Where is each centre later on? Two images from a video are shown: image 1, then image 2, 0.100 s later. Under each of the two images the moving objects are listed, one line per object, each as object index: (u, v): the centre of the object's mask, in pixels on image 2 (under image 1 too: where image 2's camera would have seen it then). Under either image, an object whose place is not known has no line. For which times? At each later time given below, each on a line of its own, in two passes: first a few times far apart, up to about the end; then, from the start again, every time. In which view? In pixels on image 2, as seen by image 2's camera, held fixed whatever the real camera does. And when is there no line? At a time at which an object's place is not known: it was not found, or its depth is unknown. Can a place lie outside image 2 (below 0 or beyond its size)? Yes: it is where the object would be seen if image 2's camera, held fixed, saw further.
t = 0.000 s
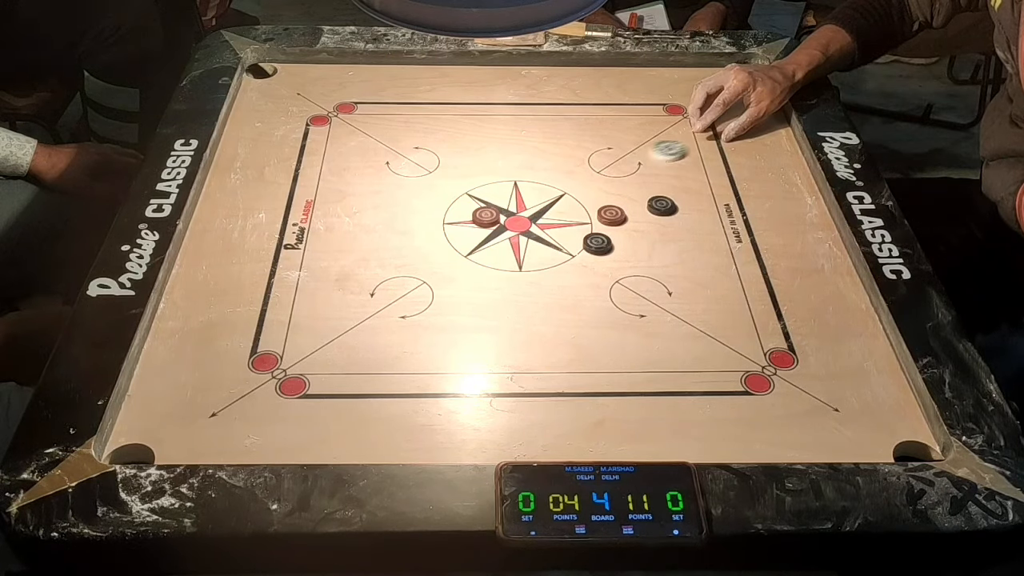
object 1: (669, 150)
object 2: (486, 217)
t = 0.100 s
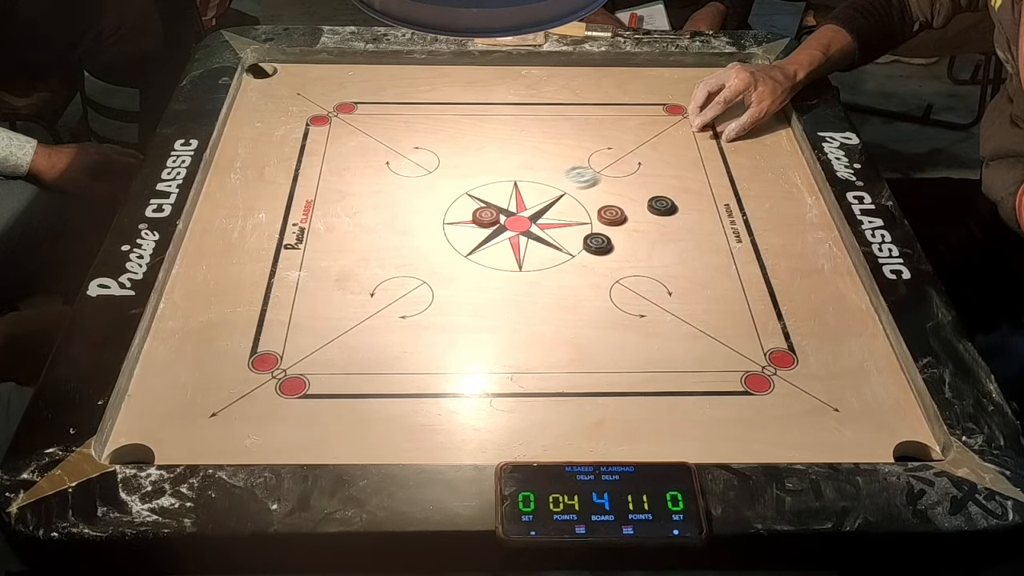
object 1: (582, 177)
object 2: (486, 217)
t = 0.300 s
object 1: (447, 208)
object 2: (406, 273)
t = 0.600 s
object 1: (363, 218)
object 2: (218, 410)
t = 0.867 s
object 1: (357, 218)
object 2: (165, 449)
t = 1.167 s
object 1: (357, 218)
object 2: (165, 449)
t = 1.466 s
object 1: (357, 218)
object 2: (165, 449)
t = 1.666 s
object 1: (357, 218)
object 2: (165, 449)
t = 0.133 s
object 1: (553, 185)
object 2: (486, 217)
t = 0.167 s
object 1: (523, 194)
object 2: (486, 217)
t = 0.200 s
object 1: (497, 201)
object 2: (479, 221)
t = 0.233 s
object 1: (479, 203)
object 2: (454, 239)
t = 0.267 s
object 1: (463, 206)
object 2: (430, 256)
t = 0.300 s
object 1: (447, 208)
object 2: (406, 273)
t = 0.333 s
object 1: (432, 209)
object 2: (382, 290)
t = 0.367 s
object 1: (419, 211)
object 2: (358, 307)
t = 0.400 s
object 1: (407, 212)
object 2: (335, 324)
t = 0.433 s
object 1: (397, 213)
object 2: (312, 341)
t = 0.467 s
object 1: (388, 215)
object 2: (291, 356)
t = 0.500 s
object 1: (380, 215)
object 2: (271, 372)
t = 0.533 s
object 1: (373, 216)
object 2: (250, 387)
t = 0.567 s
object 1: (367, 217)
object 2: (233, 400)
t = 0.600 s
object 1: (363, 218)
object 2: (218, 410)
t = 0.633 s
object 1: (360, 218)
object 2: (205, 419)
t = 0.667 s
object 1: (358, 218)
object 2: (192, 429)
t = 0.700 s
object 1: (357, 218)
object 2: (183, 436)
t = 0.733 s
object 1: (357, 218)
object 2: (175, 443)
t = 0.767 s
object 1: (357, 218)
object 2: (169, 447)
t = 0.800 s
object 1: (357, 218)
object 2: (166, 449)
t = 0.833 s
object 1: (357, 218)
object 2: (165, 449)
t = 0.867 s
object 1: (357, 218)
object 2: (165, 449)
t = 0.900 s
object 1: (357, 218)
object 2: (165, 449)
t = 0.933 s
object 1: (357, 218)
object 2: (165, 449)
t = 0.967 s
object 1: (357, 218)
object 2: (165, 449)
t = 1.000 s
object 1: (357, 218)
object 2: (165, 449)
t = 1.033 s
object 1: (357, 218)
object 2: (165, 449)
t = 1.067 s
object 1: (357, 218)
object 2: (165, 449)
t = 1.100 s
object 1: (357, 218)
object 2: (165, 449)
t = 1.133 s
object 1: (357, 218)
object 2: (165, 449)
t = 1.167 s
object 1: (357, 218)
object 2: (165, 449)
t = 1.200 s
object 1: (357, 218)
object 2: (165, 449)
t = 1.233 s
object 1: (357, 218)
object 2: (165, 449)
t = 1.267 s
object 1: (357, 218)
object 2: (165, 449)
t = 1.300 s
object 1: (357, 218)
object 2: (165, 449)
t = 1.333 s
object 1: (357, 218)
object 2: (165, 449)
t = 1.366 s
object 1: (357, 218)
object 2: (165, 449)
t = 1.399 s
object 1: (357, 218)
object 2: (165, 449)
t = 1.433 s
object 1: (357, 218)
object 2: (165, 449)
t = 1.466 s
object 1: (357, 218)
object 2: (165, 449)
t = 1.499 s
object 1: (357, 218)
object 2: (165, 449)
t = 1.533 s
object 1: (357, 218)
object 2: (165, 449)
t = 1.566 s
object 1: (357, 218)
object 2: (165, 449)
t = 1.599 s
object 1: (357, 218)
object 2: (165, 449)
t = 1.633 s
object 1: (357, 218)
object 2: (165, 449)
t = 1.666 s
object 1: (357, 218)
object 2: (165, 449)
